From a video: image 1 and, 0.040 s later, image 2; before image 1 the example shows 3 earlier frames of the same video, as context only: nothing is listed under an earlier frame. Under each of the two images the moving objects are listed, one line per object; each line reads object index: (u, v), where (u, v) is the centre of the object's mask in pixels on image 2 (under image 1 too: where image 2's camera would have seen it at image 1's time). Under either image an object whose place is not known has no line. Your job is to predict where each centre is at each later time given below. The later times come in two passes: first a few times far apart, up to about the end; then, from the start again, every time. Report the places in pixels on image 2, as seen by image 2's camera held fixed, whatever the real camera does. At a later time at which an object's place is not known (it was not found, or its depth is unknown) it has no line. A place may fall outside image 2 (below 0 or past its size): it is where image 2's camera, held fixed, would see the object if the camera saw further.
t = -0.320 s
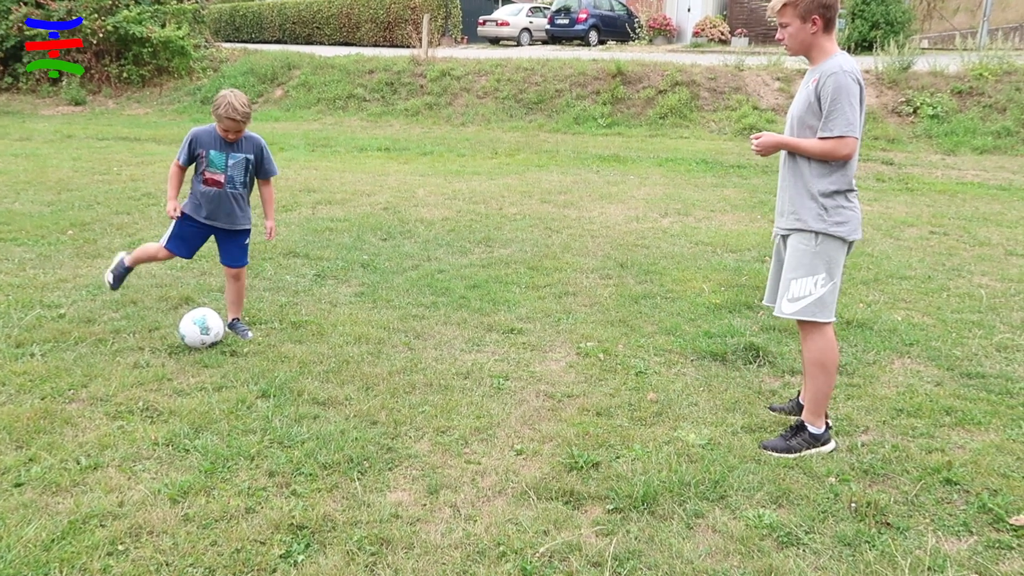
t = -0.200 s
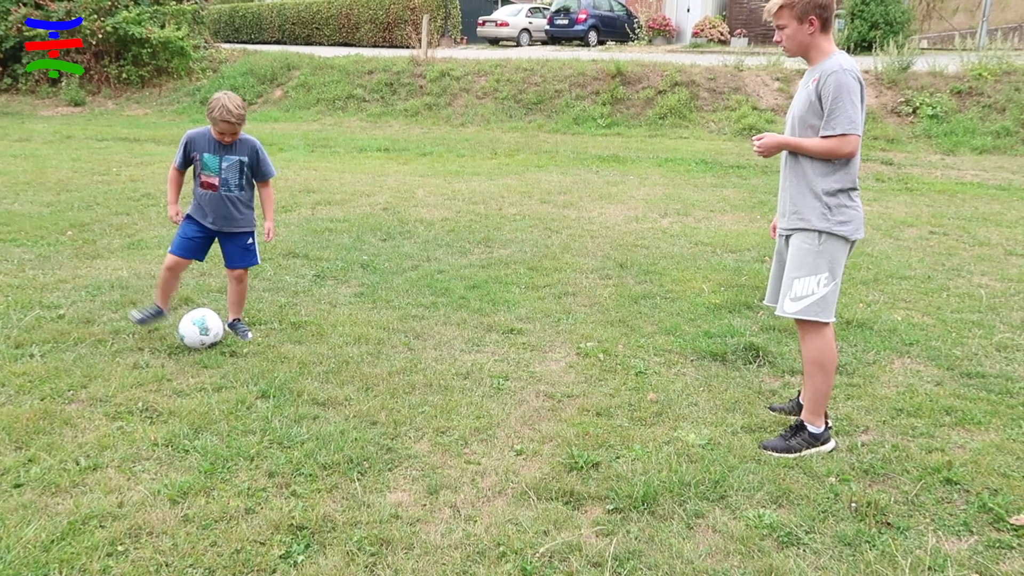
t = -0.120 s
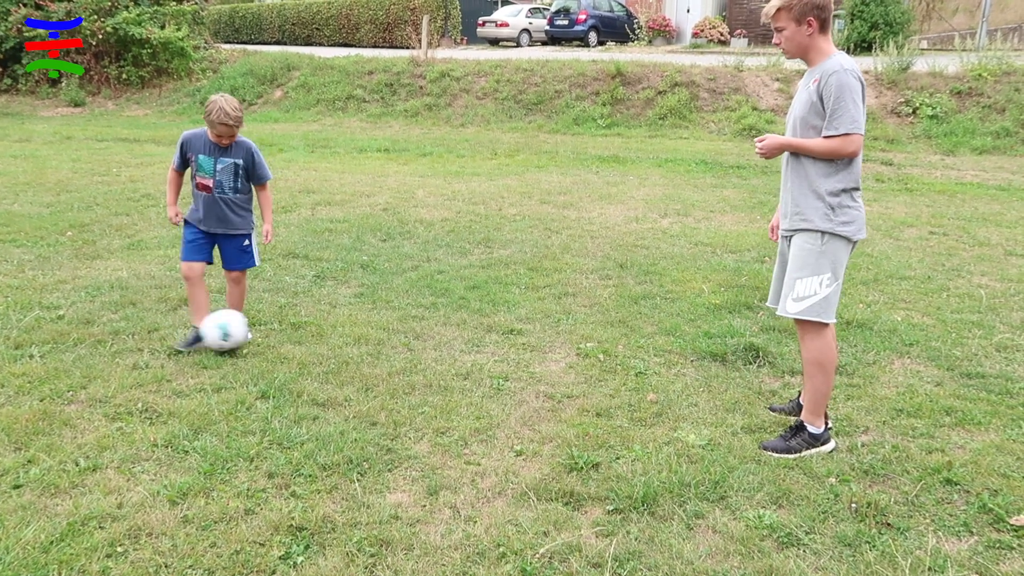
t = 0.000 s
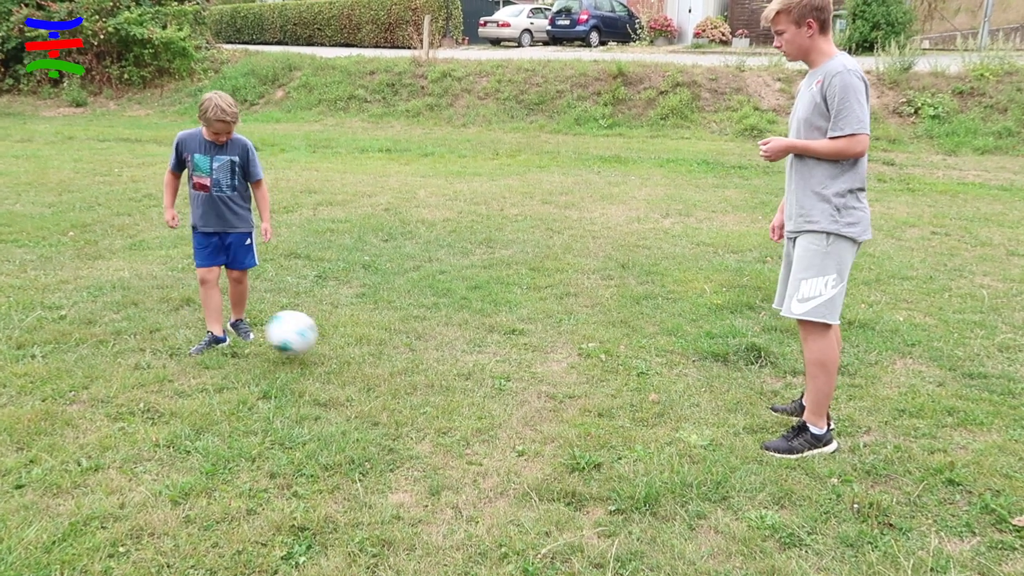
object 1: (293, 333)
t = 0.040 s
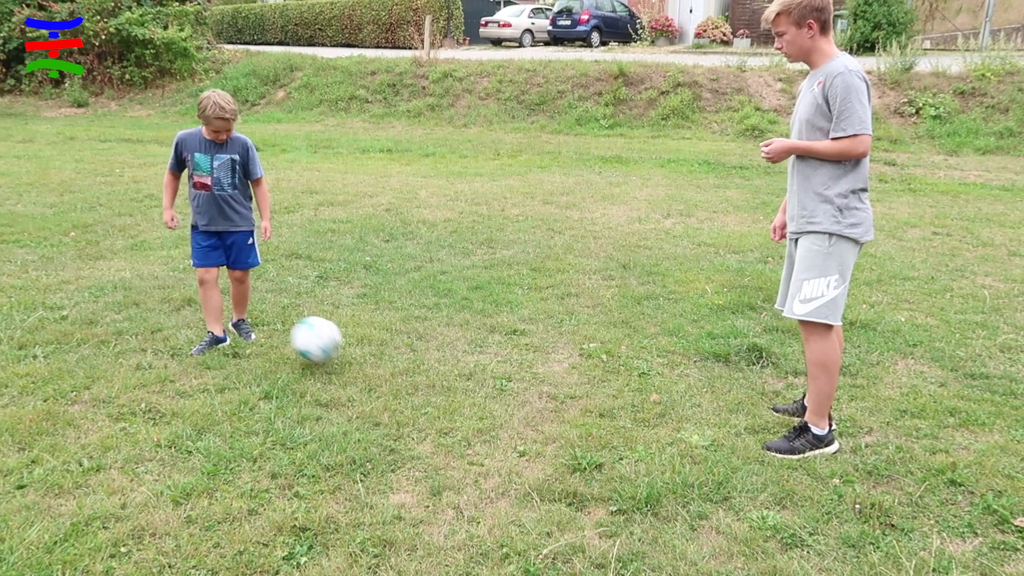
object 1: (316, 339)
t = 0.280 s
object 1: (436, 365)
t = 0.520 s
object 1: (546, 385)
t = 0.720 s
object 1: (635, 398)
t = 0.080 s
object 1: (341, 349)
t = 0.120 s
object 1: (365, 359)
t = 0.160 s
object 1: (383, 360)
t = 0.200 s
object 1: (400, 358)
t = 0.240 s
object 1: (418, 360)
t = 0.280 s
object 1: (436, 365)
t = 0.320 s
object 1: (454, 372)
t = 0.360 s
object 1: (472, 373)
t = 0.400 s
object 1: (491, 376)
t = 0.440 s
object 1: (509, 381)
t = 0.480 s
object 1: (528, 384)
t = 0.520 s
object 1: (546, 385)
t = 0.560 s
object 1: (564, 387)
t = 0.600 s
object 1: (582, 390)
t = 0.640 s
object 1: (599, 394)
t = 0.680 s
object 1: (618, 396)
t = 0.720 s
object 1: (635, 398)
